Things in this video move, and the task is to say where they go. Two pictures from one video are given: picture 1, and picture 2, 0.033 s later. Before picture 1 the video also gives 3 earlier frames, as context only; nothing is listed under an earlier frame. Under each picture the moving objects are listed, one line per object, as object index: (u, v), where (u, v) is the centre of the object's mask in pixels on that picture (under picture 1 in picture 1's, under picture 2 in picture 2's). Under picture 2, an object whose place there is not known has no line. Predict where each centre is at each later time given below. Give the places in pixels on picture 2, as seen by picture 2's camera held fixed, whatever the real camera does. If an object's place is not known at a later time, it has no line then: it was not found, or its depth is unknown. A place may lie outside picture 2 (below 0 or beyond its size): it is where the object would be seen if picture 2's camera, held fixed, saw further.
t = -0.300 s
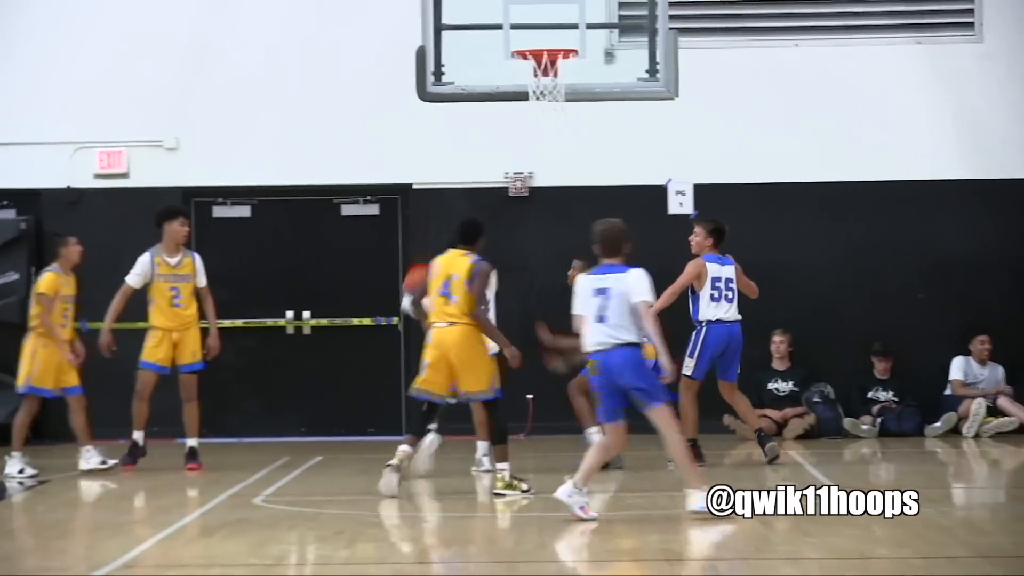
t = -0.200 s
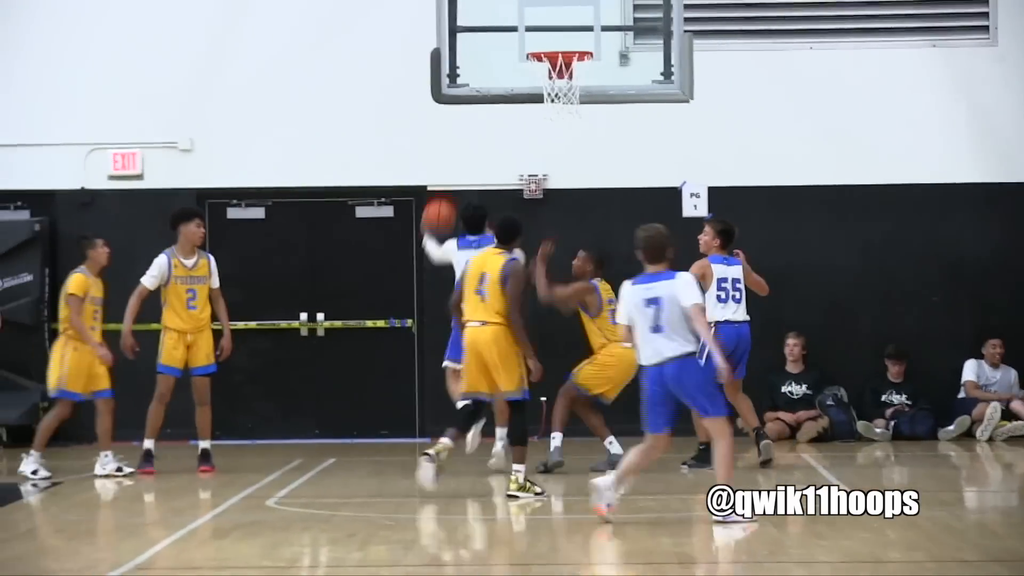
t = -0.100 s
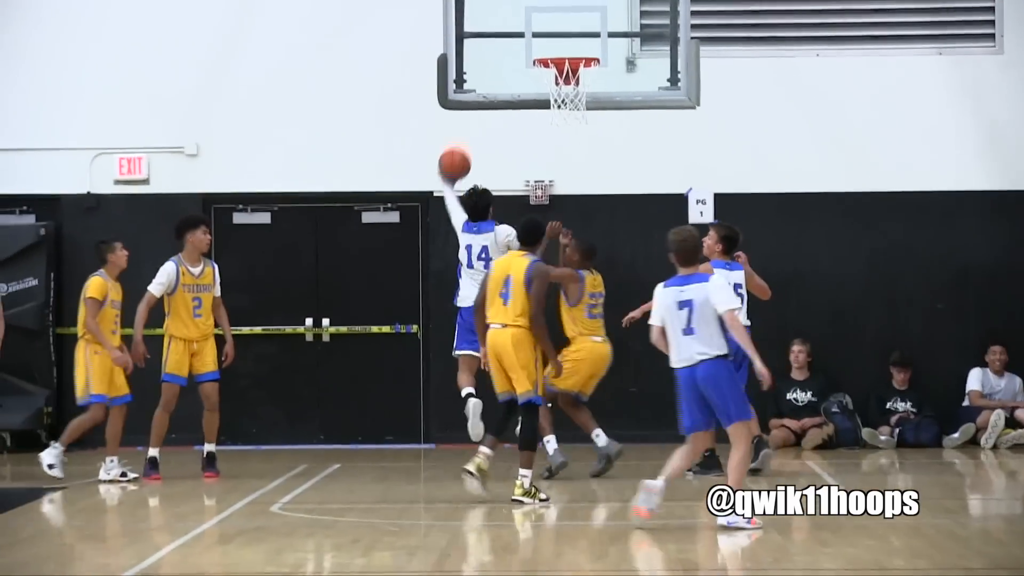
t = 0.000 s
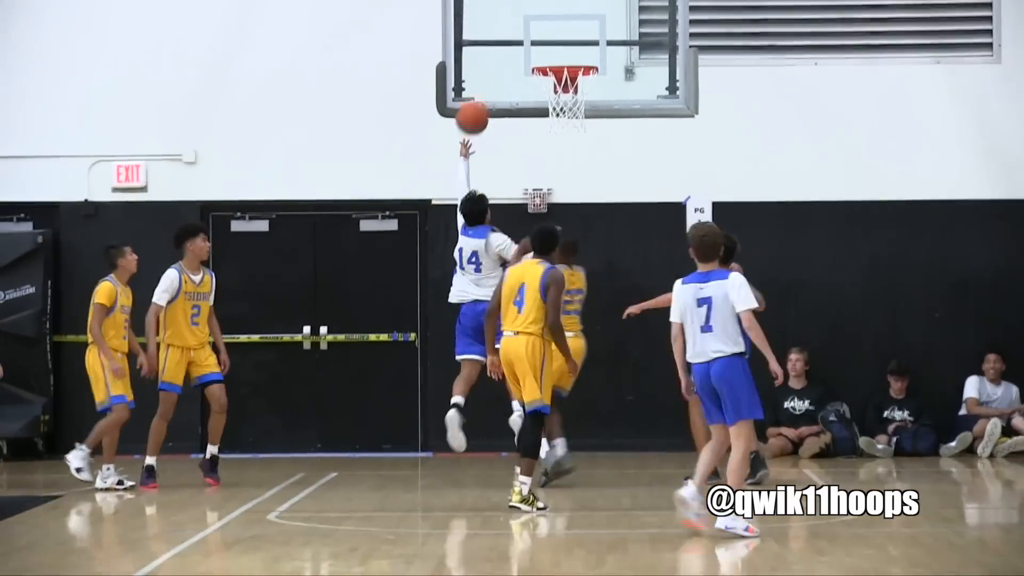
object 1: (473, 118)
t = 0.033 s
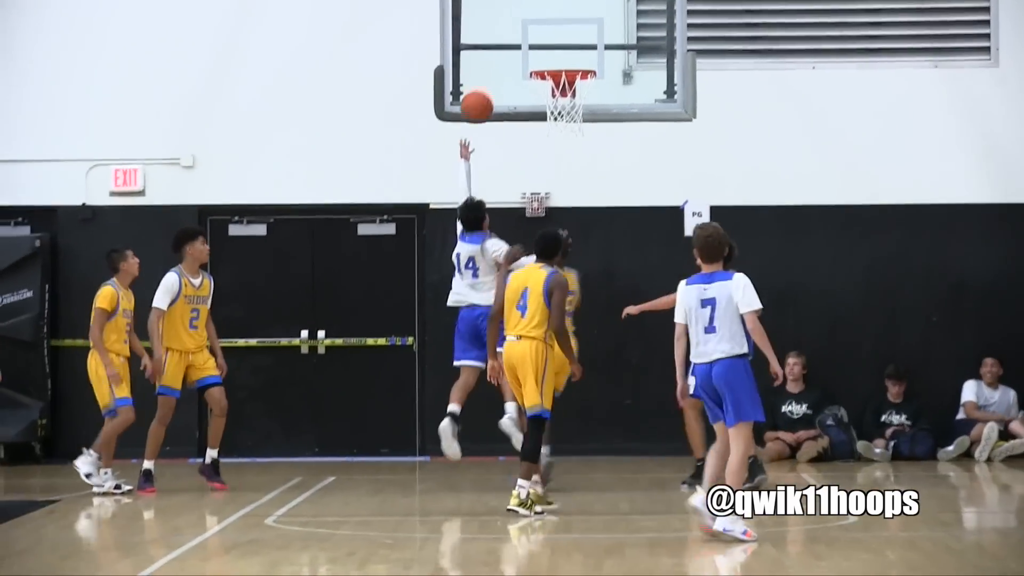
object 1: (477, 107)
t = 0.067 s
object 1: (484, 92)
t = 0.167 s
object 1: (504, 57)
